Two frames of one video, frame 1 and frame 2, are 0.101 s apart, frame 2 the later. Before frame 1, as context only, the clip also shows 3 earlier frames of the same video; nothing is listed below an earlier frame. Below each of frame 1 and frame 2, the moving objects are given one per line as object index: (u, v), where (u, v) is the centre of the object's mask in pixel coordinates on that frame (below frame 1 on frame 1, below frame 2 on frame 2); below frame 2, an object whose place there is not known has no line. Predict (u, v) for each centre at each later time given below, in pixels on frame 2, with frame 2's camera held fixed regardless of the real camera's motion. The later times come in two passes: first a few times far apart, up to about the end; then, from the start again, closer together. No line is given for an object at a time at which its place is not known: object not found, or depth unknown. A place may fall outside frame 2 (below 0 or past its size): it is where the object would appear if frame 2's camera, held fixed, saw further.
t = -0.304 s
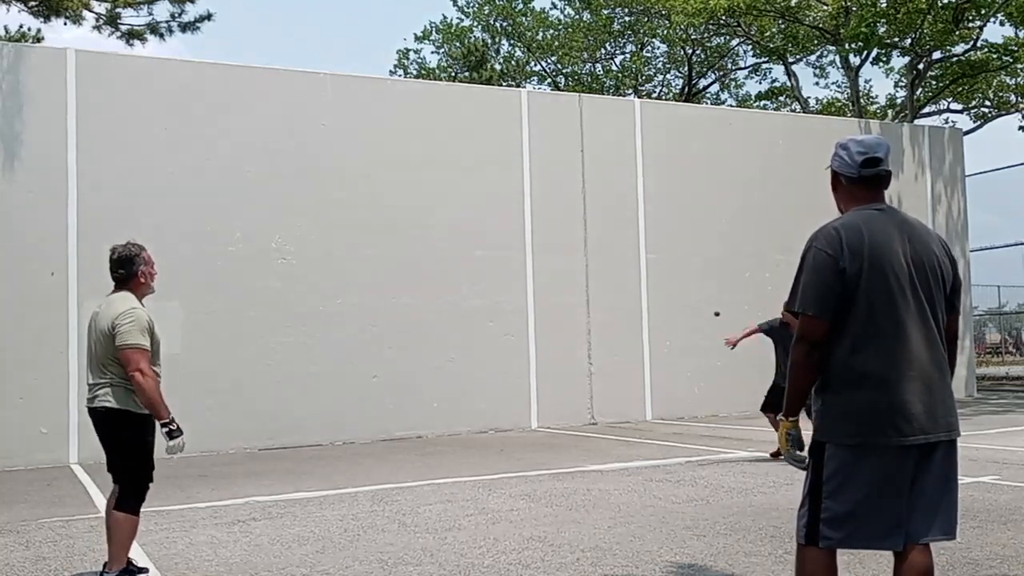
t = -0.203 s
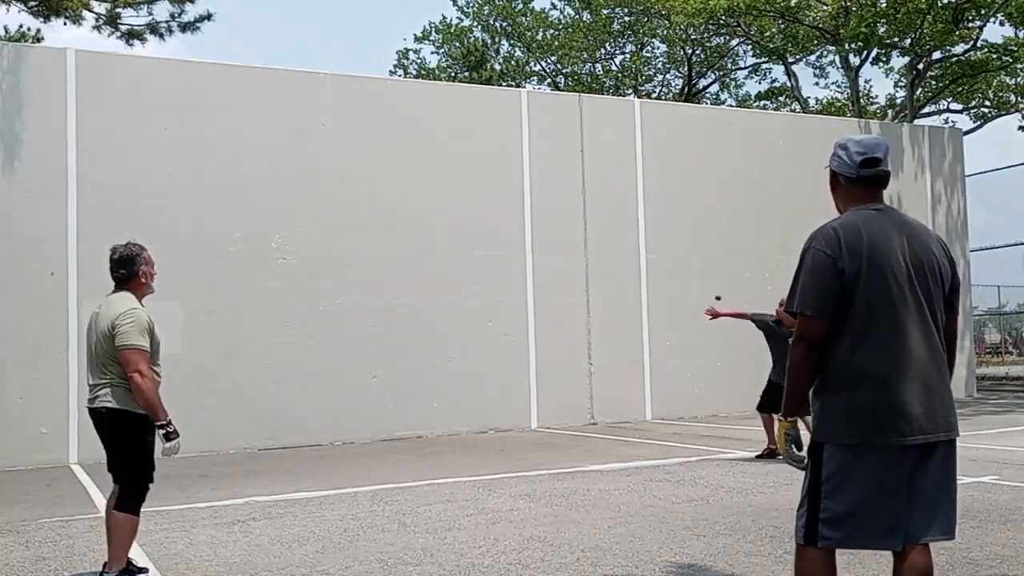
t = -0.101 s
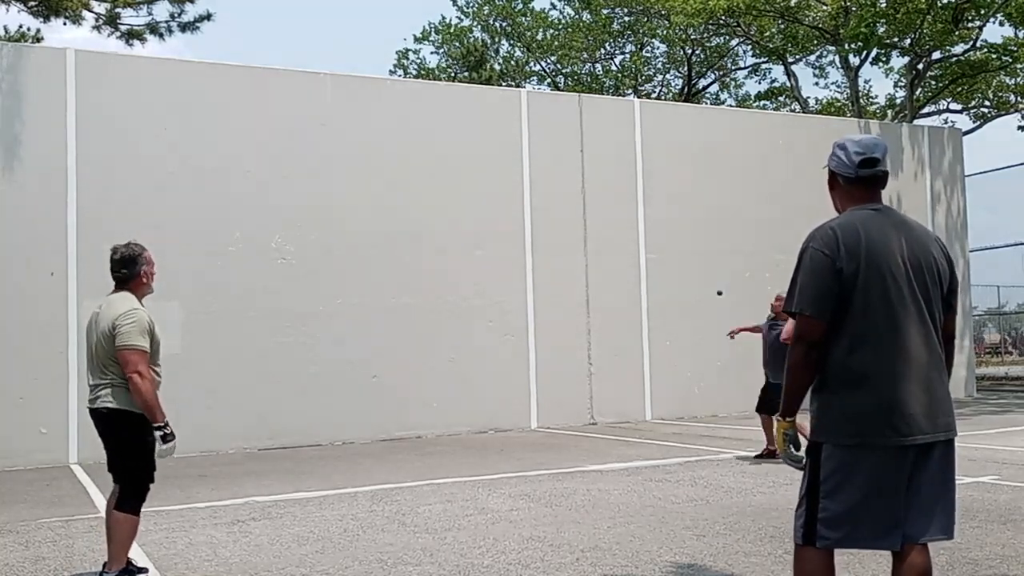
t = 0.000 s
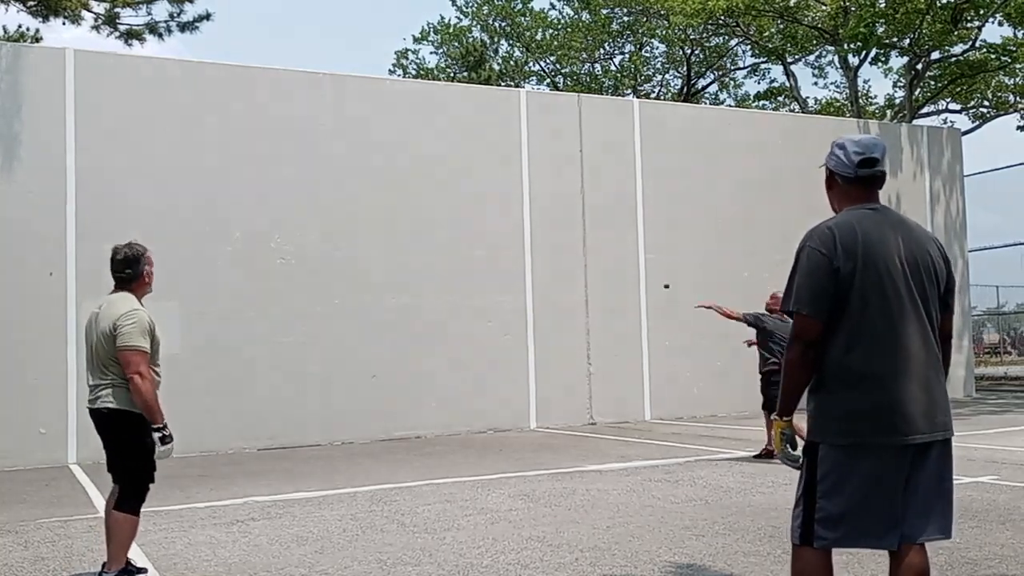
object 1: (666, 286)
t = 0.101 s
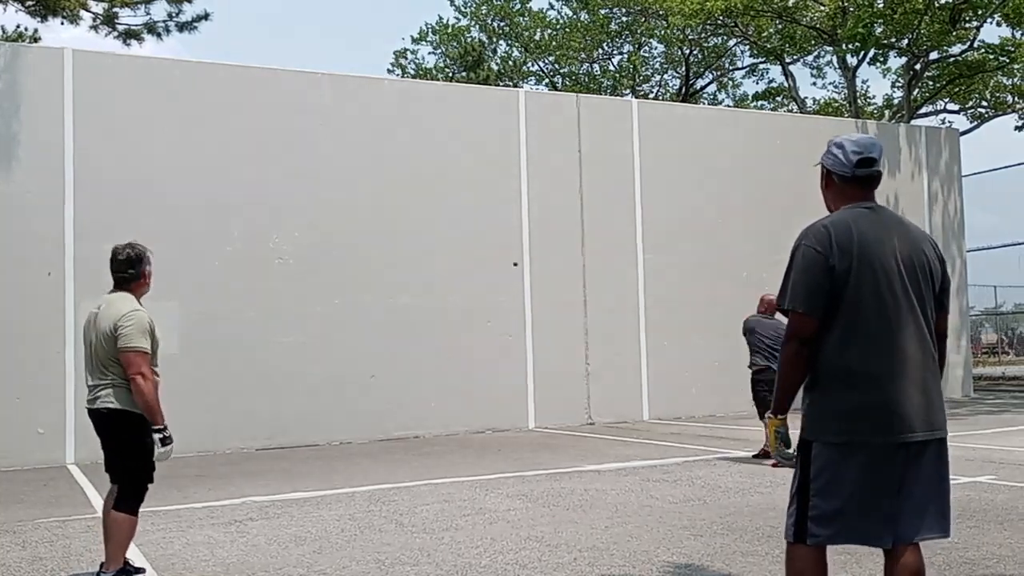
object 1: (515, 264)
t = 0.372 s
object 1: (401, 230)
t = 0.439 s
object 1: (409, 224)
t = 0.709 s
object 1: (451, 238)
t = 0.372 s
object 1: (401, 230)
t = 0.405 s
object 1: (405, 227)
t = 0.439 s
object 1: (409, 224)
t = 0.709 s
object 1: (451, 238)
